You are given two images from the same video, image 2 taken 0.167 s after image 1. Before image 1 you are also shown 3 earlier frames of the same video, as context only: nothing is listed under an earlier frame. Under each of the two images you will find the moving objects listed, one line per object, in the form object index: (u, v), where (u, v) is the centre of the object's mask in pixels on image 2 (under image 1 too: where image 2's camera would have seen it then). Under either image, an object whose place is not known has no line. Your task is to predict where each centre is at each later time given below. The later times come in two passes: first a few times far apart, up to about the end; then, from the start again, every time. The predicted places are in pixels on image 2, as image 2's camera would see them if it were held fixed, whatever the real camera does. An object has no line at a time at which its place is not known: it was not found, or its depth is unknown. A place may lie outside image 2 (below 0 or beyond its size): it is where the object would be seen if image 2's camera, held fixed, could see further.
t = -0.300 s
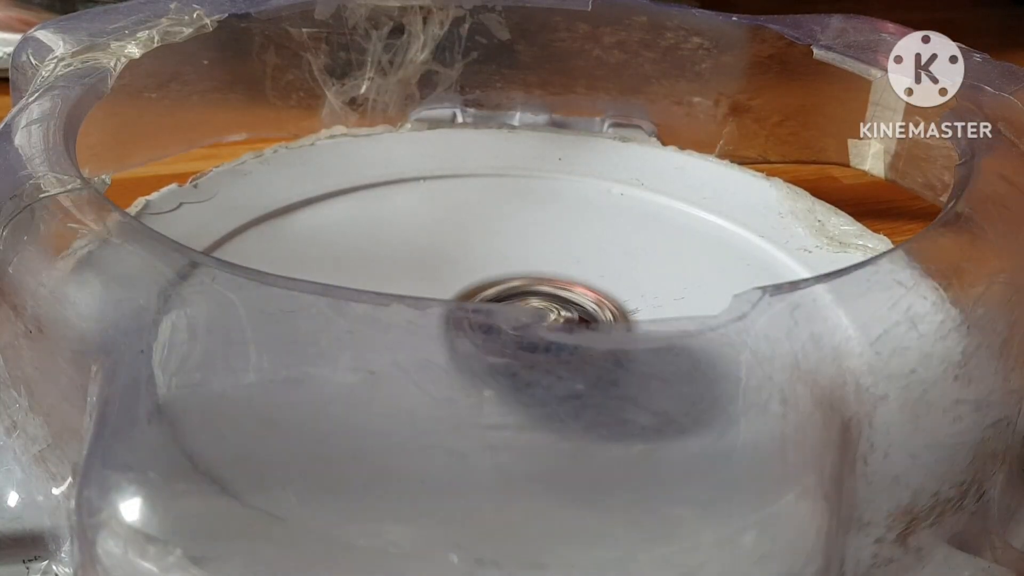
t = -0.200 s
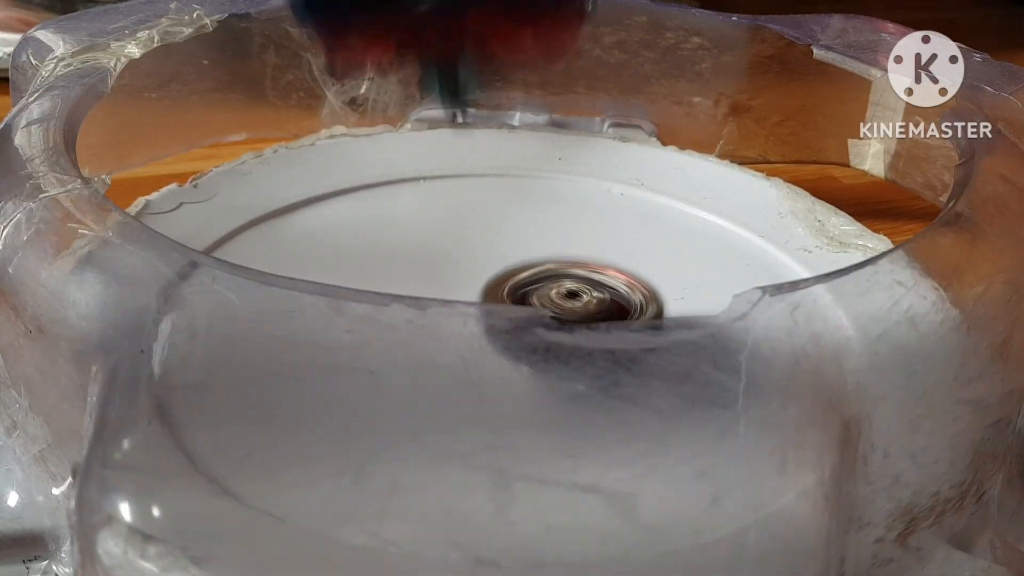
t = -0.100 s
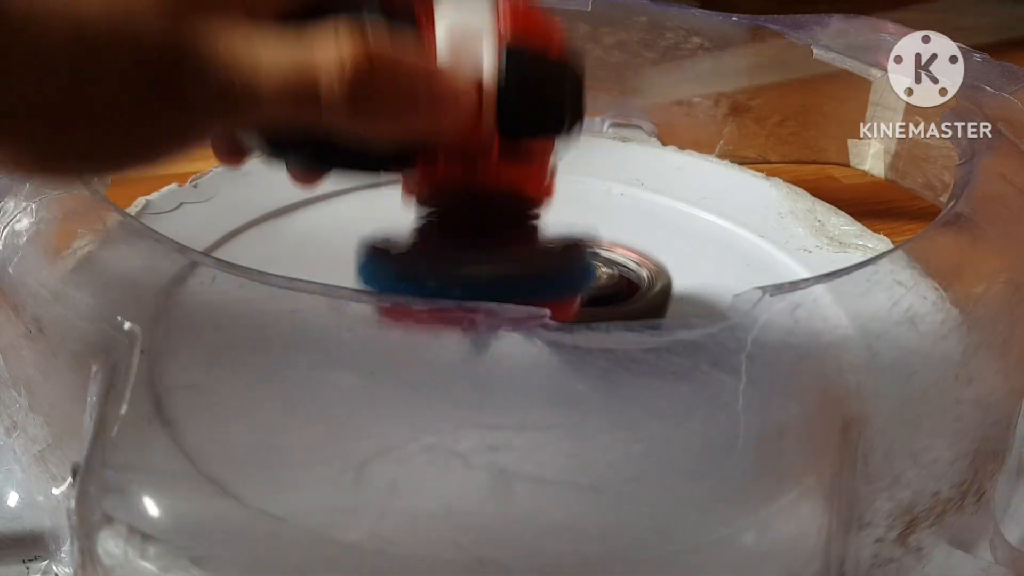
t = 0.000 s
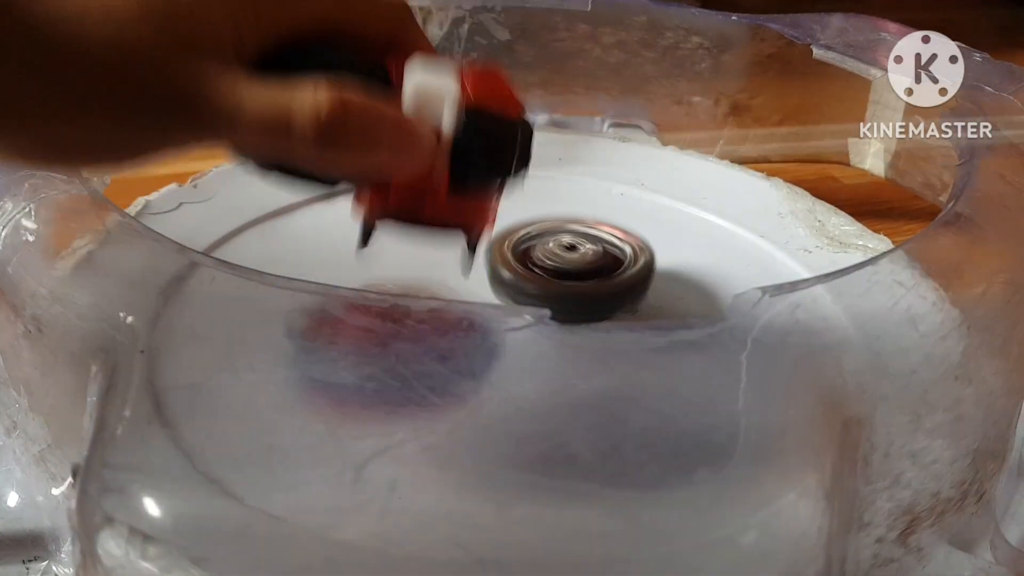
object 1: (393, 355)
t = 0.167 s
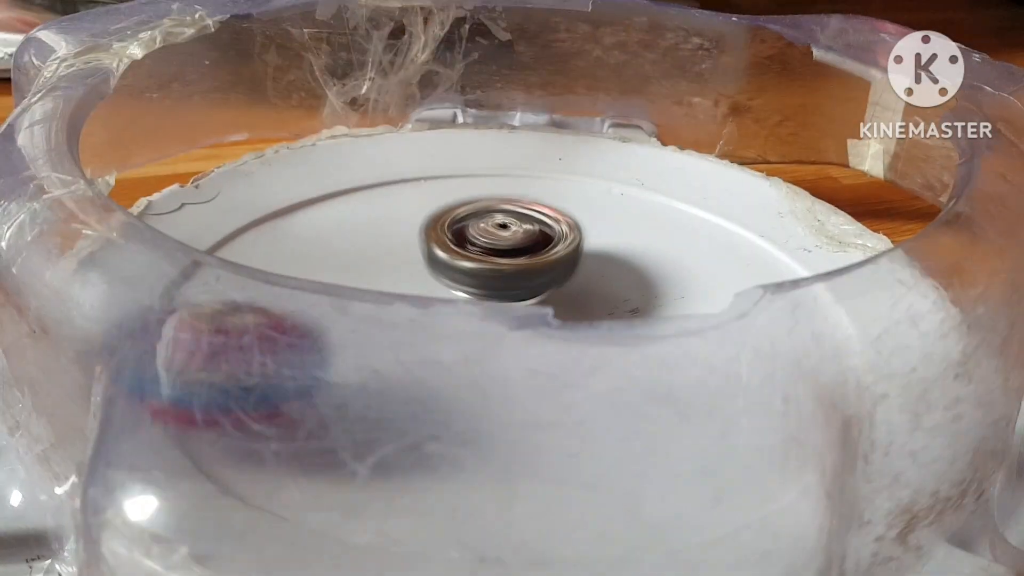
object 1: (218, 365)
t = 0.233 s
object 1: (190, 355)
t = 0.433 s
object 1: (209, 357)
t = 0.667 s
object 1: (205, 371)
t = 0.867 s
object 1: (278, 353)
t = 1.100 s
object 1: (240, 260)
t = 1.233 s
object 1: (195, 260)
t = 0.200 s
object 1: (204, 359)
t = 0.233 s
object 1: (190, 355)
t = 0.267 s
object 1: (189, 353)
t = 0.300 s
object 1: (192, 354)
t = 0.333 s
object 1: (199, 355)
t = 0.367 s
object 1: (202, 355)
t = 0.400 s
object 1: (207, 357)
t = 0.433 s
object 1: (209, 357)
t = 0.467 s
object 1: (208, 358)
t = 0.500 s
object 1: (203, 359)
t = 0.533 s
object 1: (196, 358)
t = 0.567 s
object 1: (191, 359)
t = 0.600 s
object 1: (195, 364)
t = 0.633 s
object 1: (202, 369)
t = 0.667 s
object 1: (205, 371)
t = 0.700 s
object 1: (208, 369)
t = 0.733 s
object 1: (215, 370)
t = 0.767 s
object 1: (237, 369)
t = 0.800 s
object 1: (247, 368)
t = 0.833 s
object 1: (264, 364)
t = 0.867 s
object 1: (278, 353)
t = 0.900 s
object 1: (293, 348)
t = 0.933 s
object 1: (293, 331)
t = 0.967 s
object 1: (287, 309)
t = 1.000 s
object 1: (285, 295)
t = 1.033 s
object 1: (273, 285)
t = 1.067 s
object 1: (258, 269)
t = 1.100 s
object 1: (240, 260)
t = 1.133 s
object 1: (220, 255)
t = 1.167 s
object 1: (204, 253)
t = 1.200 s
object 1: (196, 256)
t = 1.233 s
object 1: (195, 260)
